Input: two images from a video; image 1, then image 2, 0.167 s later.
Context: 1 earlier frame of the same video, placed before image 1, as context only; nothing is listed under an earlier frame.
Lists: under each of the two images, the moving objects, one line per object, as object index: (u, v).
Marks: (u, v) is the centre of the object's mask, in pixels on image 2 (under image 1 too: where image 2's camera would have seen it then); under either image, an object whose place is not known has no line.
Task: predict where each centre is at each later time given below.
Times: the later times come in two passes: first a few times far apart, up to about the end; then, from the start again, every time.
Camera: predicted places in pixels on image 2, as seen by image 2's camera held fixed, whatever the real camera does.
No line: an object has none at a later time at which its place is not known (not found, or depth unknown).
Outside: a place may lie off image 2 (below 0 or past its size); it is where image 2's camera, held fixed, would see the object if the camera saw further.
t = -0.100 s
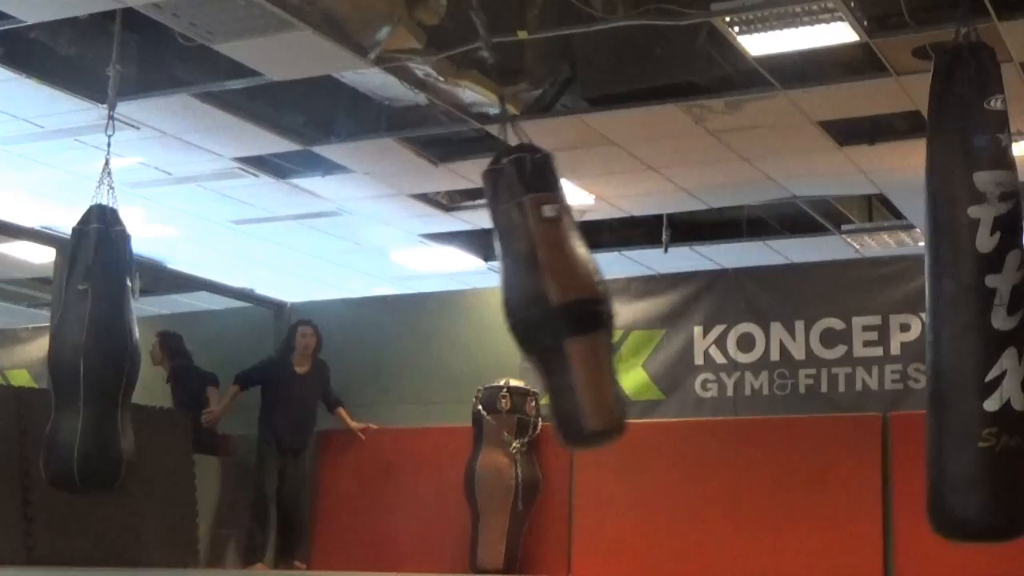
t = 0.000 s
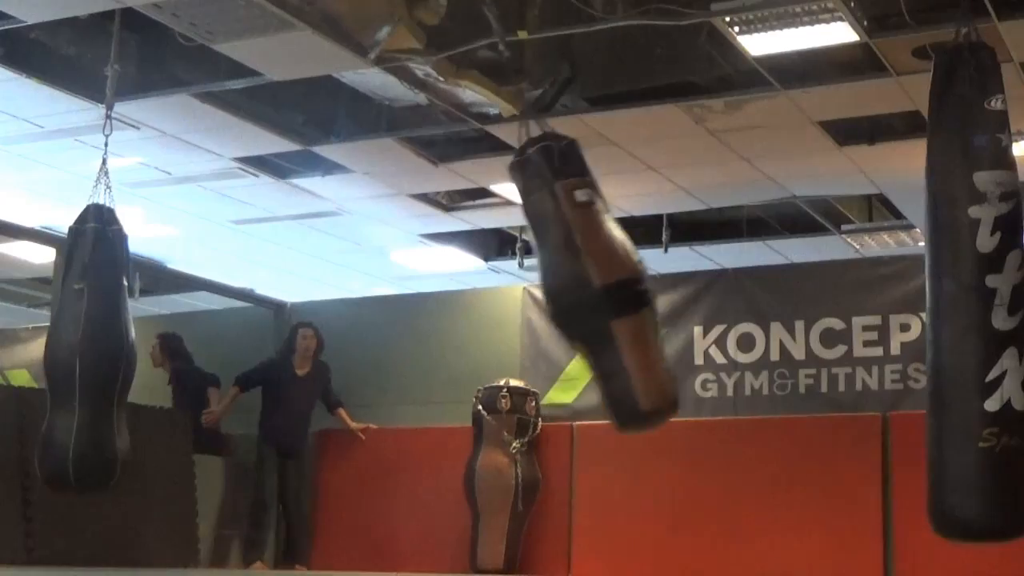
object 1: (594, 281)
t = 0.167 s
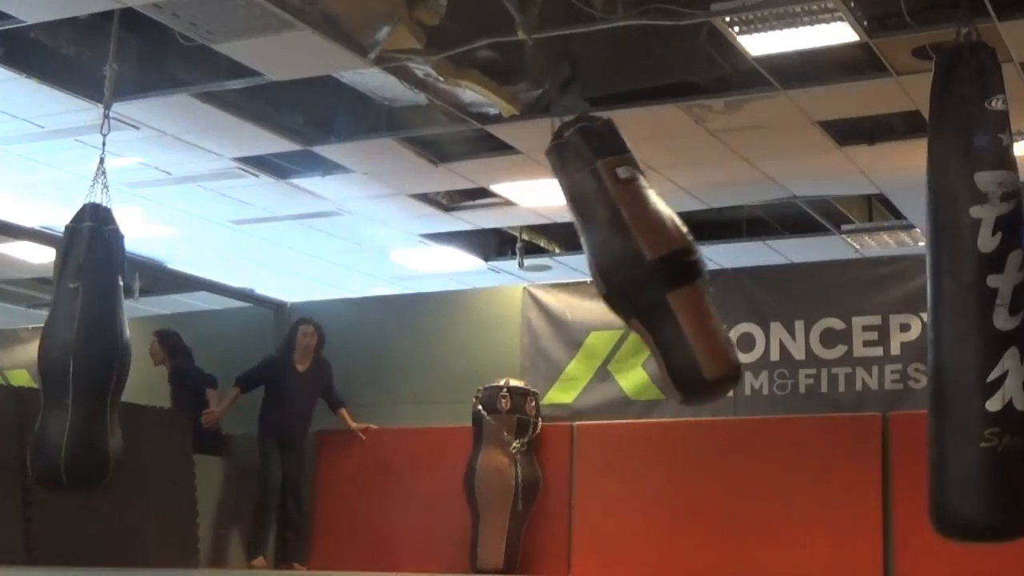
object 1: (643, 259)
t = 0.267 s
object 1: (661, 250)
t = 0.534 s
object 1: (662, 249)
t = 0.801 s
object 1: (598, 281)
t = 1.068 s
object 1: (482, 314)
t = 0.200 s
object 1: (650, 256)
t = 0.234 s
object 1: (656, 253)
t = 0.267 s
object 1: (661, 250)
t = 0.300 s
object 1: (665, 248)
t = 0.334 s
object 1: (668, 246)
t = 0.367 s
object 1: (670, 245)
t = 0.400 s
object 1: (670, 245)
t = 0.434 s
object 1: (670, 245)
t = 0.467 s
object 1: (668, 246)
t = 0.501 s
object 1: (666, 248)
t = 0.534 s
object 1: (662, 249)
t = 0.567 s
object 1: (658, 252)
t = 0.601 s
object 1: (652, 255)
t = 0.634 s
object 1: (645, 259)
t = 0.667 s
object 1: (637, 262)
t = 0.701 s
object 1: (628, 266)
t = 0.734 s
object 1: (618, 270)
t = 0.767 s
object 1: (609, 276)
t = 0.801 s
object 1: (598, 281)
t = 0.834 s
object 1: (585, 286)
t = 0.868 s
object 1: (572, 290)
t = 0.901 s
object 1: (558, 295)
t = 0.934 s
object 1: (544, 299)
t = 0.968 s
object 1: (529, 304)
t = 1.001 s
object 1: (514, 307)
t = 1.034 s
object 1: (498, 312)
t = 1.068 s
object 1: (482, 314)
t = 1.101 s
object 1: (465, 317)
